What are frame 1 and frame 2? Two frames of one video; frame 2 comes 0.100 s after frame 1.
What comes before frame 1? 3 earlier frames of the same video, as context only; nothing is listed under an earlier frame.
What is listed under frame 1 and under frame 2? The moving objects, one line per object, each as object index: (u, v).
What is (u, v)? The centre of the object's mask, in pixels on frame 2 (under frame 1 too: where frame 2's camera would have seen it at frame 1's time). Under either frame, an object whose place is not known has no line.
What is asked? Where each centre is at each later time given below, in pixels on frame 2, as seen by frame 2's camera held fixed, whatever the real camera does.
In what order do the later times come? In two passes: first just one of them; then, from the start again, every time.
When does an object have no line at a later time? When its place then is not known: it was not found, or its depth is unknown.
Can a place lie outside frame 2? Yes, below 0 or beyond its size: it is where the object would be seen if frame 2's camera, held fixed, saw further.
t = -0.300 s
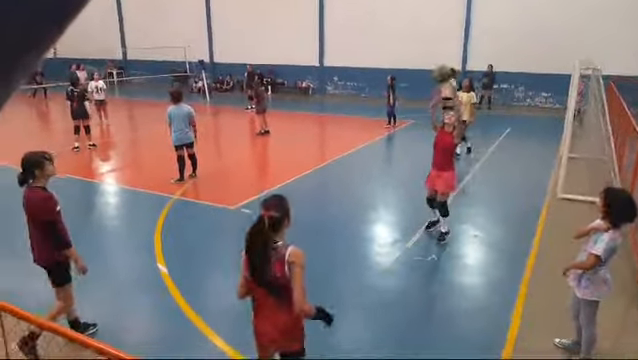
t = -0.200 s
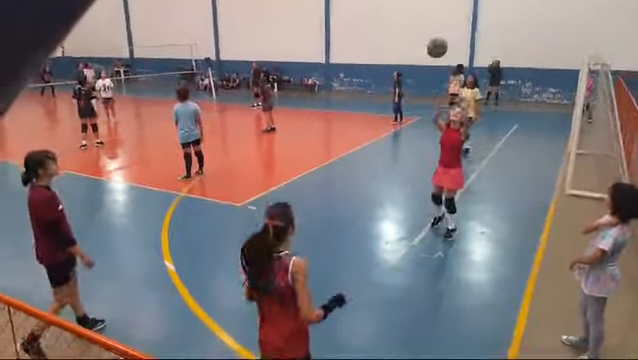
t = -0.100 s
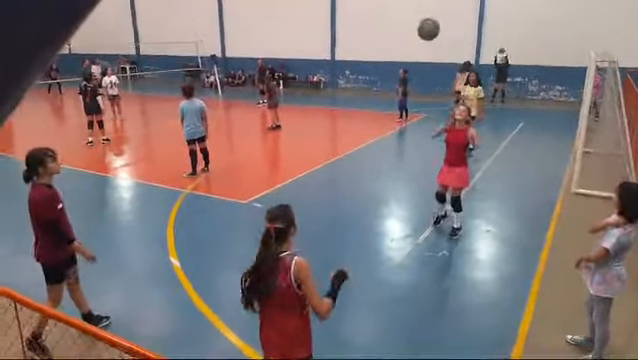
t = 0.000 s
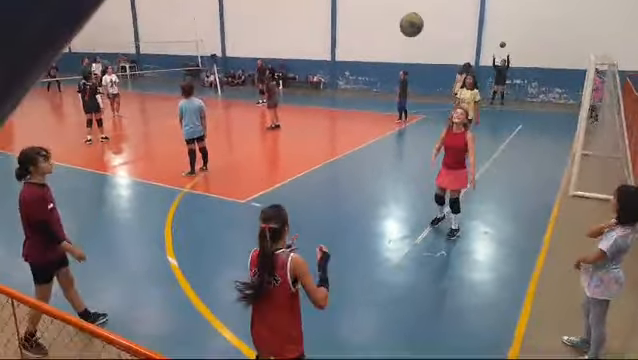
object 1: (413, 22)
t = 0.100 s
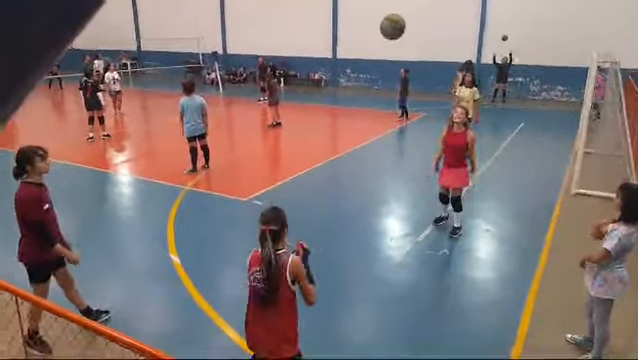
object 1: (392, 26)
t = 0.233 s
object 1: (361, 53)
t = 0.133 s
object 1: (385, 31)
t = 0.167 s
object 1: (377, 37)
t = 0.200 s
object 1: (369, 45)
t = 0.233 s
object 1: (361, 53)
